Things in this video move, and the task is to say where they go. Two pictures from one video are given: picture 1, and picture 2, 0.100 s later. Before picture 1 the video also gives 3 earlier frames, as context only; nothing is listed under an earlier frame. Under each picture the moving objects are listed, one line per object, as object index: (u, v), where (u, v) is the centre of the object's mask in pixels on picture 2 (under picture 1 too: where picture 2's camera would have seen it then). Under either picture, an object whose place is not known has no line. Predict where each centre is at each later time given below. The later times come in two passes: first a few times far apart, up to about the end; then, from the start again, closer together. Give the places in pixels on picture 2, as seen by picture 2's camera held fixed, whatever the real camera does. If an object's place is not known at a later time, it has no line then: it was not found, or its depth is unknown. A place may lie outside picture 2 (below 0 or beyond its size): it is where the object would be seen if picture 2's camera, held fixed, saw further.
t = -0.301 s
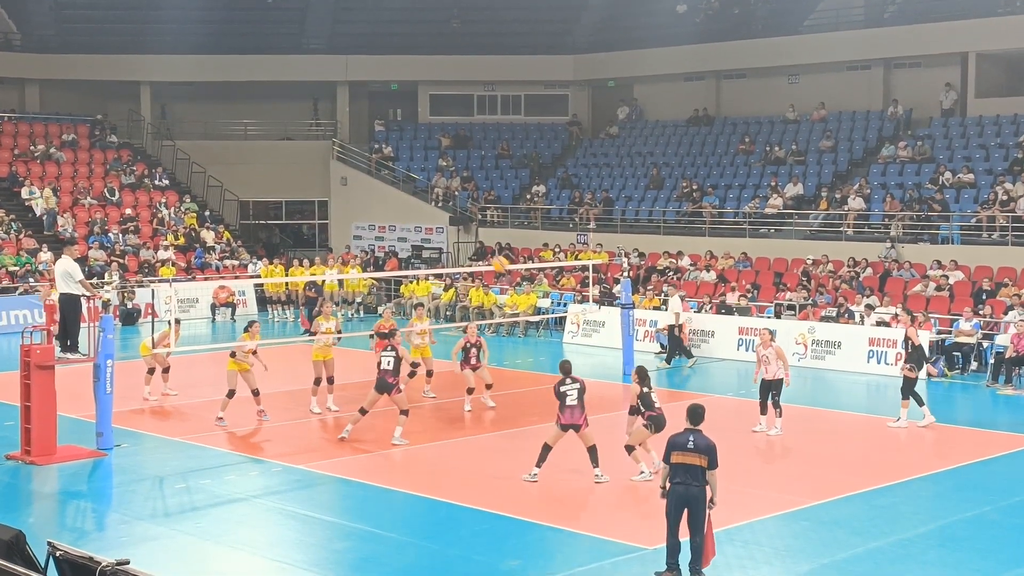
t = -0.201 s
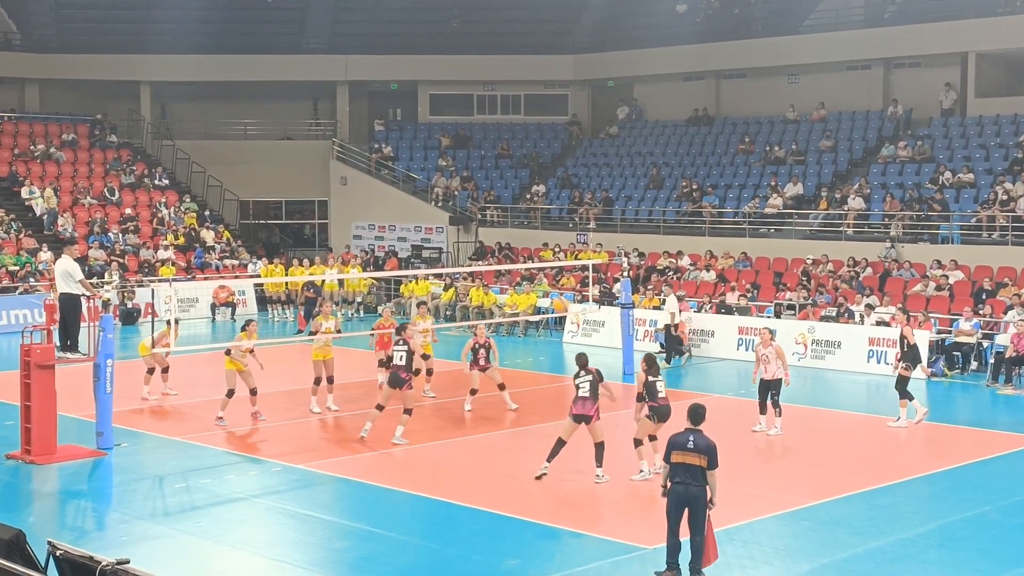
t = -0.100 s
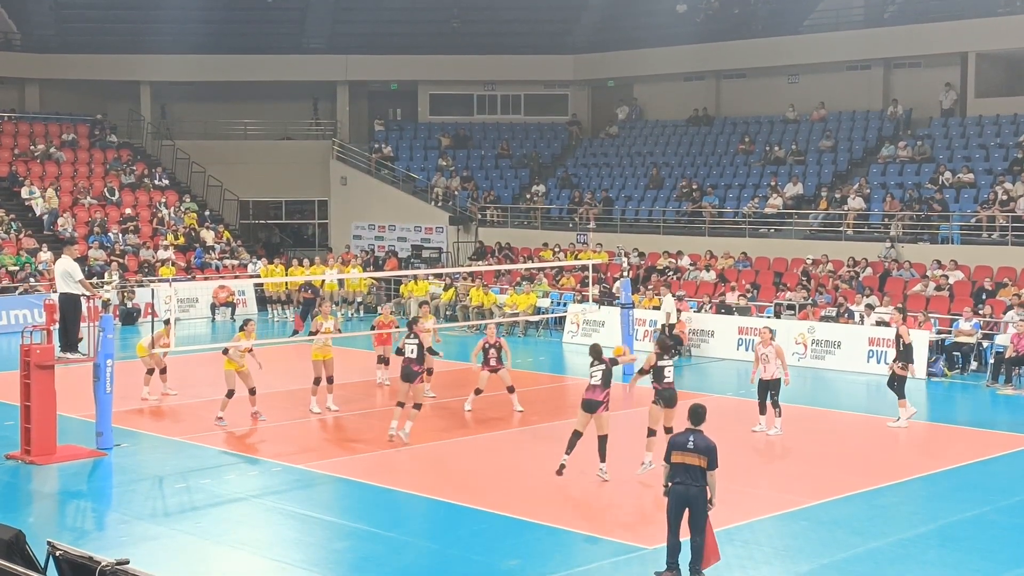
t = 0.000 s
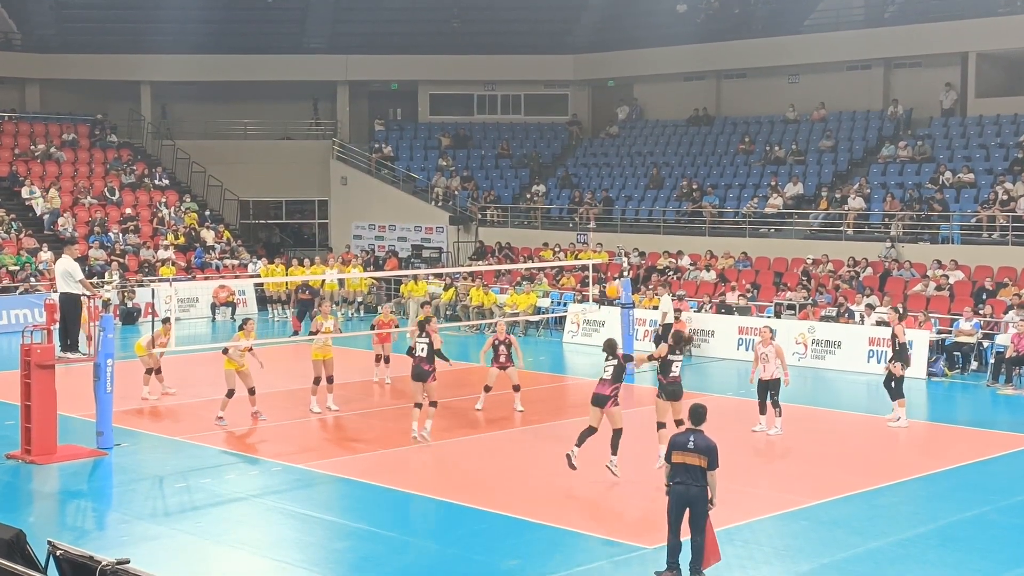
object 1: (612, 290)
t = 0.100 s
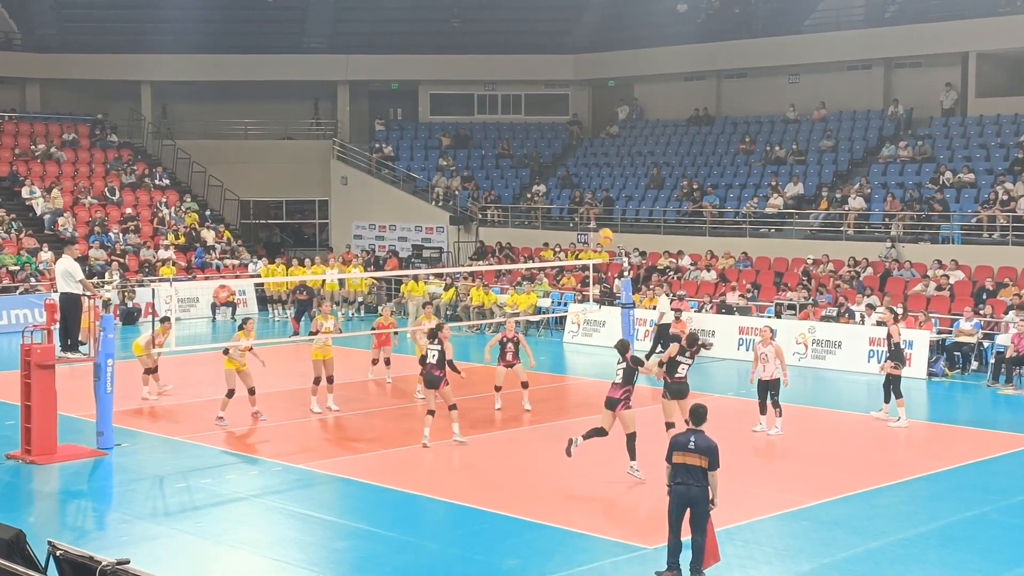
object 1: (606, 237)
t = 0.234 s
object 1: (596, 181)
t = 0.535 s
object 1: (577, 110)
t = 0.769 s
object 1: (564, 101)
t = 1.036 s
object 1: (550, 135)
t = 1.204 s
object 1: (542, 177)
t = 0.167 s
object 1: (600, 207)
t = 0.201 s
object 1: (598, 194)
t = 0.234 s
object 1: (596, 181)
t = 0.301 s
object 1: (591, 159)
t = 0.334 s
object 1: (589, 149)
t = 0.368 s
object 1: (587, 141)
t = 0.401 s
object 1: (585, 133)
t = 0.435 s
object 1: (583, 126)
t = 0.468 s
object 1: (581, 120)
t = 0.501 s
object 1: (579, 114)
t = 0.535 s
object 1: (577, 110)
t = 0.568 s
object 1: (575, 106)
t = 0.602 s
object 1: (573, 103)
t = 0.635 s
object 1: (571, 101)
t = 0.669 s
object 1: (569, 100)
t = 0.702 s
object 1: (568, 99)
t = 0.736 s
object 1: (566, 100)
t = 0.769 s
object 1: (564, 101)
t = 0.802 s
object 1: (562, 103)
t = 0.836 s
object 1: (560, 105)
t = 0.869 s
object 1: (559, 108)
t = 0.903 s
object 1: (557, 112)
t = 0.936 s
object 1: (555, 117)
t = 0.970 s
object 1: (553, 122)
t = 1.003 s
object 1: (552, 128)
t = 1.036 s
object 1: (550, 135)
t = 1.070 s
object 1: (548, 142)
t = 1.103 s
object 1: (547, 150)
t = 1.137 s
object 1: (545, 159)
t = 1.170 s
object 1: (543, 168)
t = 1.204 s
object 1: (542, 177)
